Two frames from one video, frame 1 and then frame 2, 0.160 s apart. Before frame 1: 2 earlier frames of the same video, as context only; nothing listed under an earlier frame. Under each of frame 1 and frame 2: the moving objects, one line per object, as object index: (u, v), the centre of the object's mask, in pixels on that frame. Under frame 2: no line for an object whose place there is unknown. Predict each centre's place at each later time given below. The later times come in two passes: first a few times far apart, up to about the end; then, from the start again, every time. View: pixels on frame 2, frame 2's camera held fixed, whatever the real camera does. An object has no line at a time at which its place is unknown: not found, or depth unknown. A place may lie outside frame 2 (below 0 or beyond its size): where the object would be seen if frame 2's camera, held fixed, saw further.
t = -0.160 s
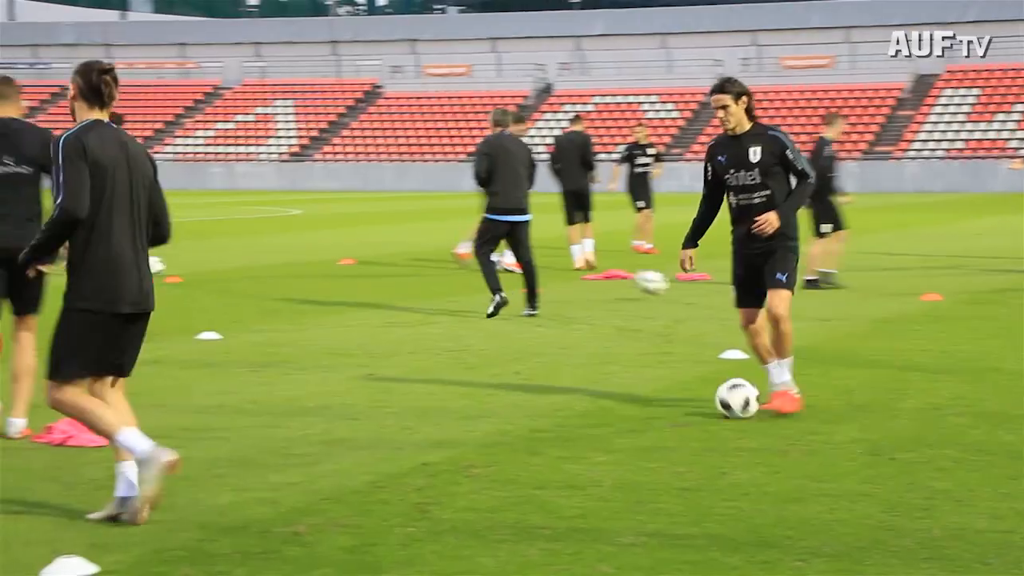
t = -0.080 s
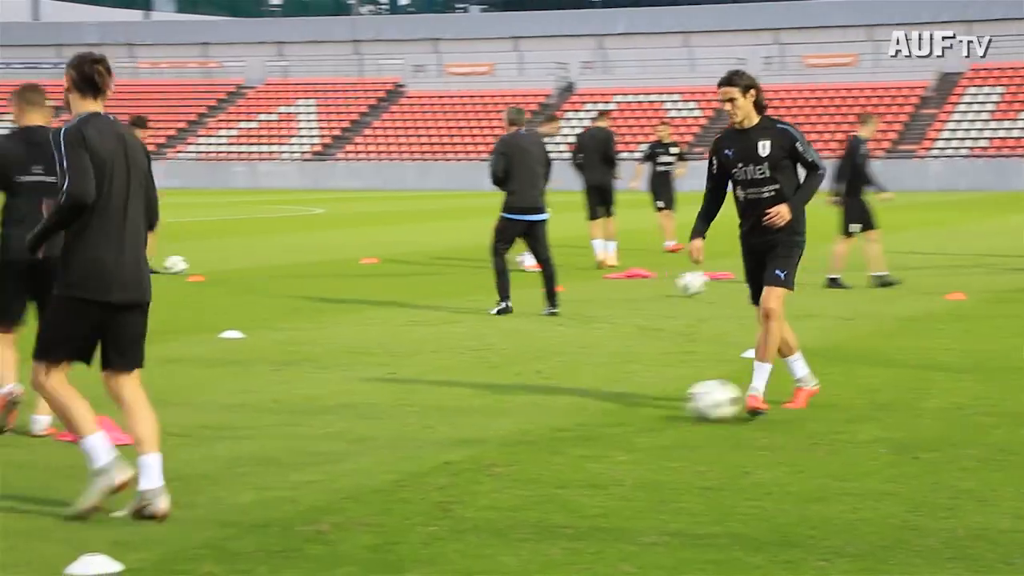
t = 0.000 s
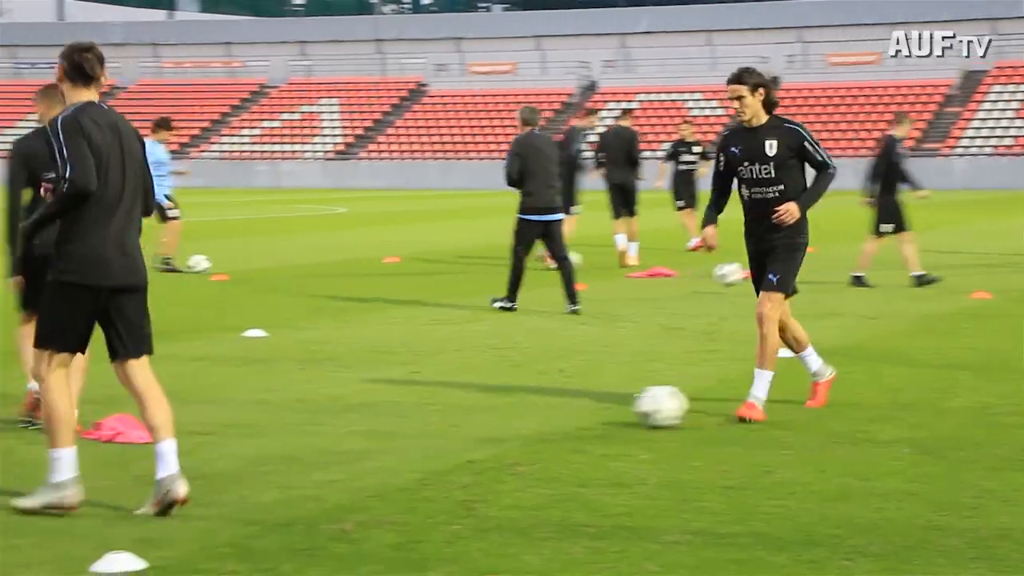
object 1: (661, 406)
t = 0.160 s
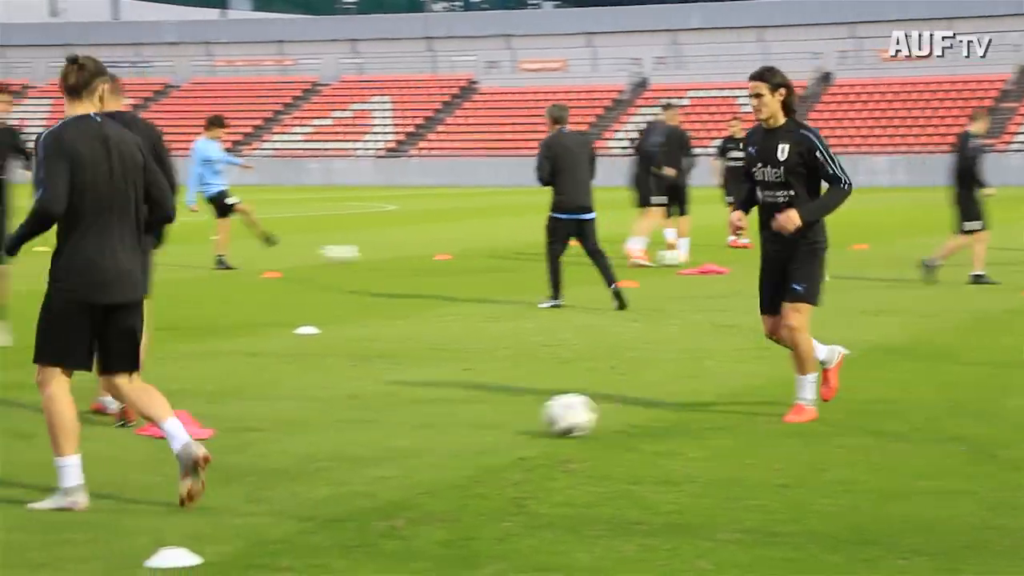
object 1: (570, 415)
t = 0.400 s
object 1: (381, 432)
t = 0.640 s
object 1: (224, 447)
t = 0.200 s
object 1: (535, 418)
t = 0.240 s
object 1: (502, 421)
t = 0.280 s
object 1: (471, 423)
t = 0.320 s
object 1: (439, 426)
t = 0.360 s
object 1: (410, 428)
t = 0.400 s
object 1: (381, 432)
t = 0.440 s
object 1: (355, 434)
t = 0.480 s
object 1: (328, 437)
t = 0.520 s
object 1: (303, 439)
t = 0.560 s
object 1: (276, 441)
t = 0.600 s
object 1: (250, 443)
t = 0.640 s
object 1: (224, 447)
